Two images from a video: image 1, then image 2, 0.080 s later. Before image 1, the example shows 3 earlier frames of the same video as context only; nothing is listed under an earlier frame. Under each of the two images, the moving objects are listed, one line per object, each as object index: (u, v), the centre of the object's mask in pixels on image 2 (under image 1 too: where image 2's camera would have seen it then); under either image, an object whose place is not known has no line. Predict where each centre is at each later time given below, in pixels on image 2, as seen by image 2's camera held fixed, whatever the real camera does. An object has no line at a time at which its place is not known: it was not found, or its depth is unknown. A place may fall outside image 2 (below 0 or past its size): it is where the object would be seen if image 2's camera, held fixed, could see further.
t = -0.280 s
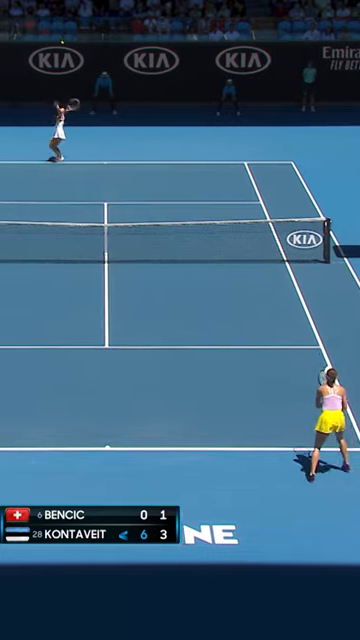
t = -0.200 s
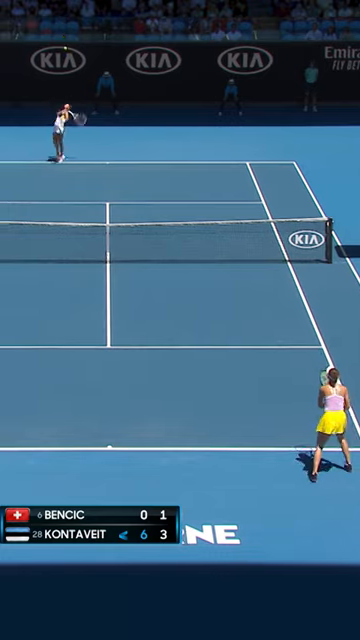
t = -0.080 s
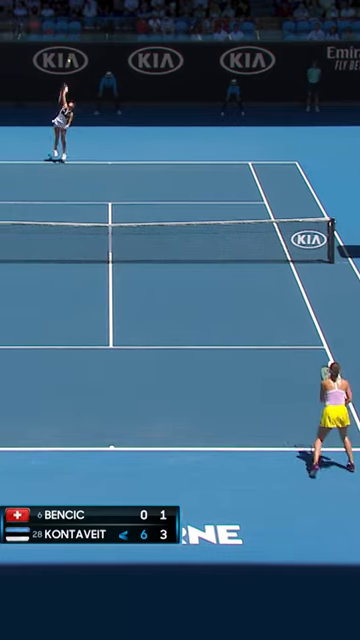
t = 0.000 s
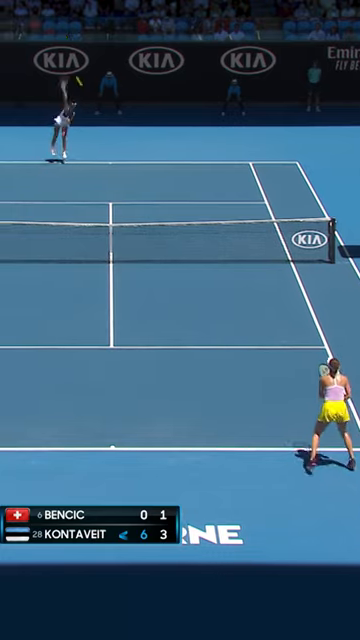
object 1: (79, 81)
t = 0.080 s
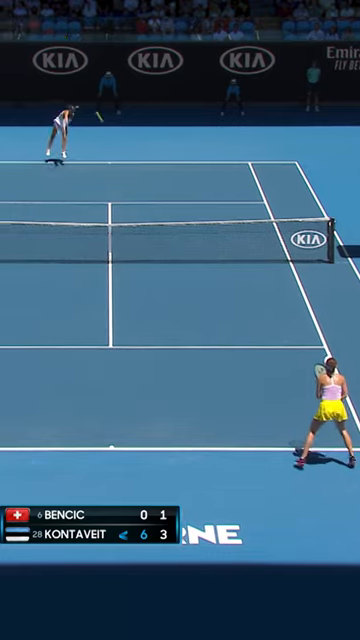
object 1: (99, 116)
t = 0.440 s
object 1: (222, 317)
